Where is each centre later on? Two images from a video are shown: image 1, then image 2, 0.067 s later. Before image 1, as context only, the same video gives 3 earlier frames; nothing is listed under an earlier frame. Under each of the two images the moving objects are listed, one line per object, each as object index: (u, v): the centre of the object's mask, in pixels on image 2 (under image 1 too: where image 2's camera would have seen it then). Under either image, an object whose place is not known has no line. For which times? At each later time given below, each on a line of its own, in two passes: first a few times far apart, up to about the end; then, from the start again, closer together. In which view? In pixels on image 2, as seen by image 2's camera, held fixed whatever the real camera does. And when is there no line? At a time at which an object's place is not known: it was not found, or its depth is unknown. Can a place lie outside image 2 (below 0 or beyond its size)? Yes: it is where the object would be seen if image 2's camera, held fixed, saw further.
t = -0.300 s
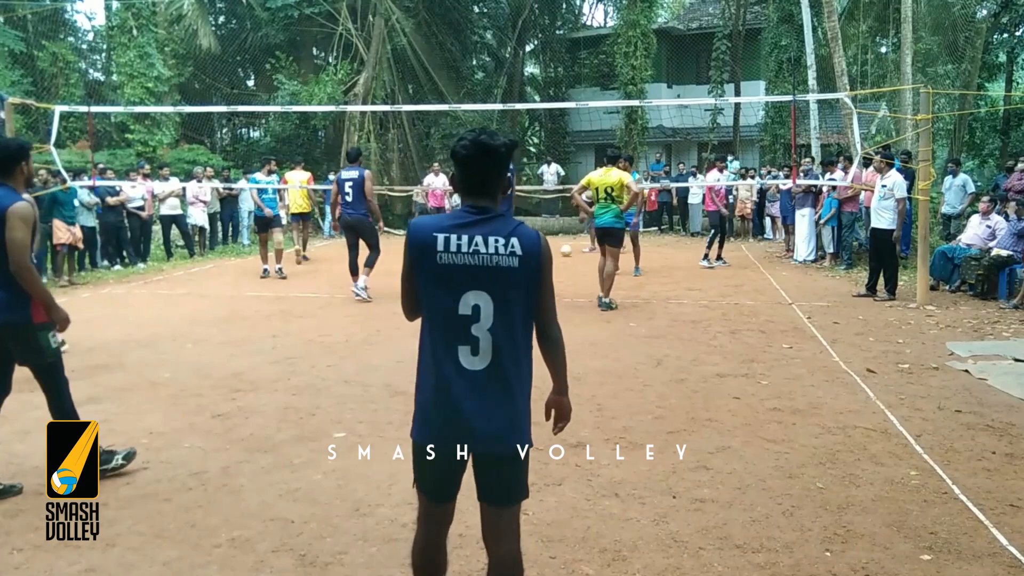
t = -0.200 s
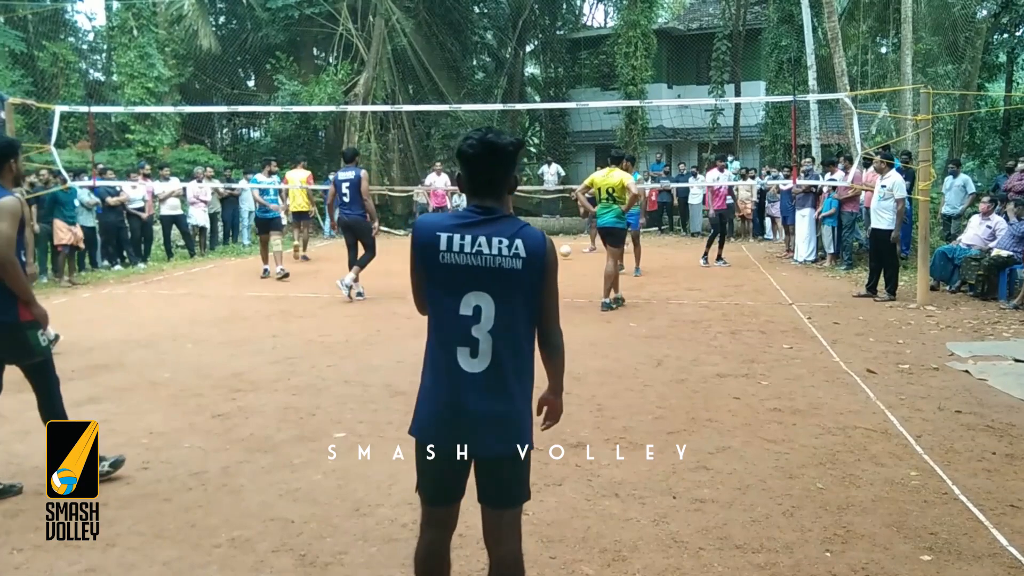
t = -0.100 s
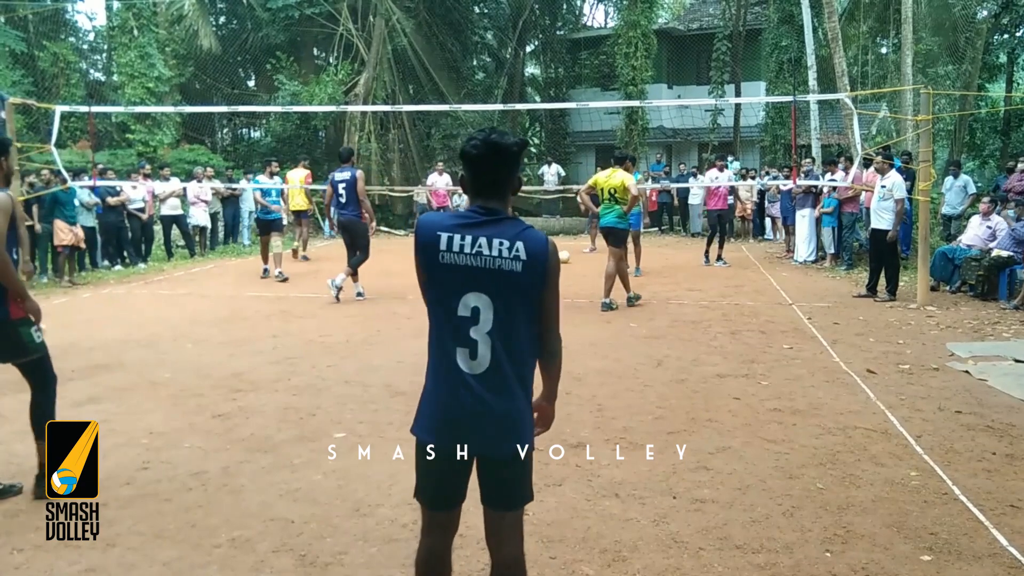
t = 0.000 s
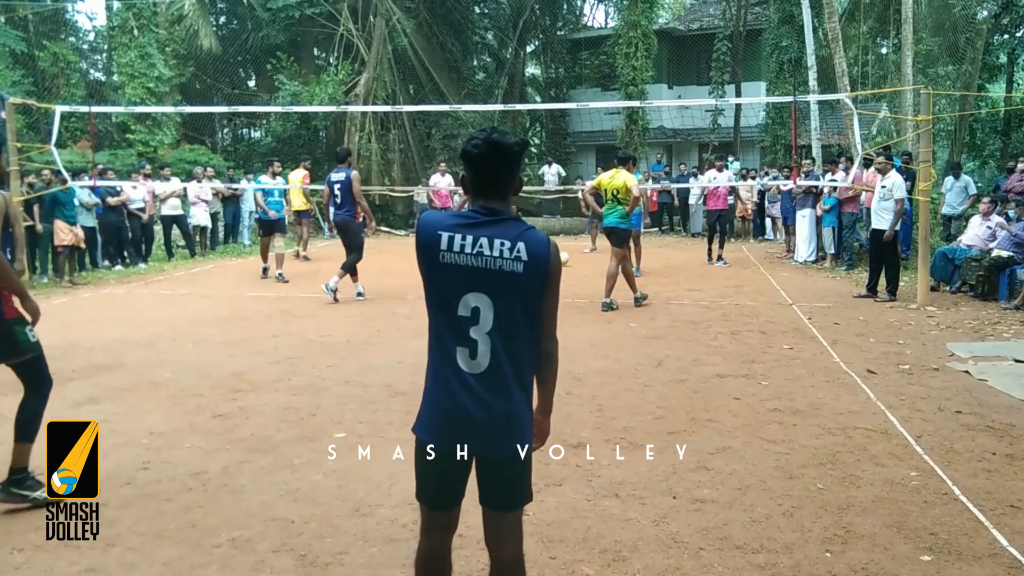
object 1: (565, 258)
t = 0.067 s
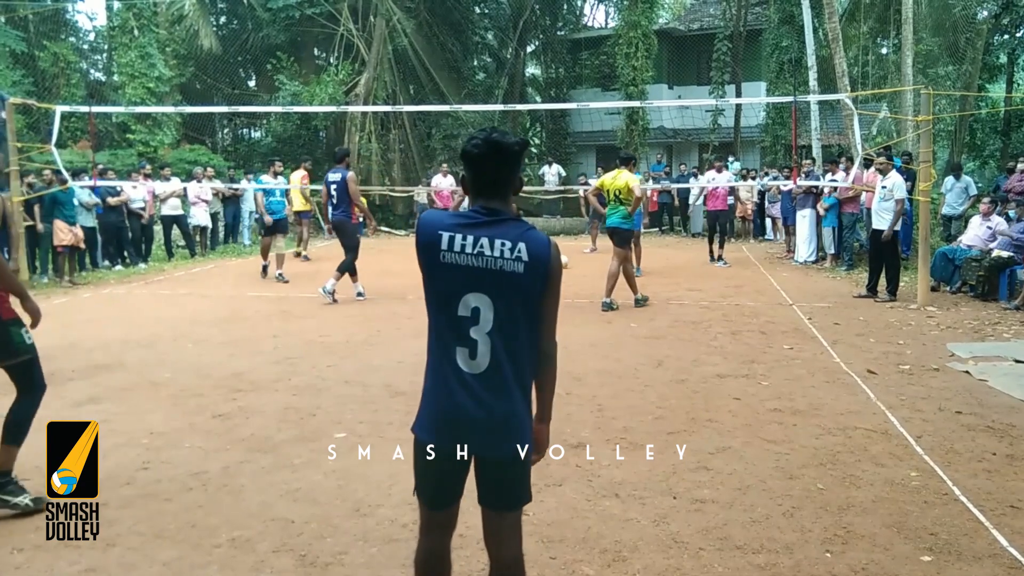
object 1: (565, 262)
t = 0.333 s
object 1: (559, 266)
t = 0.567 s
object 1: (551, 277)
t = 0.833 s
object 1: (543, 288)
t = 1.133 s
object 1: (533, 301)
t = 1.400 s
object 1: (522, 311)
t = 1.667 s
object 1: (509, 335)
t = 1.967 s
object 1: (491, 358)
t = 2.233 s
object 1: (471, 382)
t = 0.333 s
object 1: (559, 266)
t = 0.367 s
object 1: (558, 268)
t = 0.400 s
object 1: (556, 271)
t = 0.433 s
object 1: (552, 271)
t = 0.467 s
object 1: (554, 274)
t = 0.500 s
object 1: (553, 275)
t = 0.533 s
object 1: (552, 276)
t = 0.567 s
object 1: (551, 277)
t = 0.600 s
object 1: (550, 279)
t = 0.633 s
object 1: (549, 280)
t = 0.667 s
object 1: (548, 281)
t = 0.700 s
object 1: (547, 283)
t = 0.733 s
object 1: (546, 285)
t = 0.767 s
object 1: (545, 286)
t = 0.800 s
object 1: (544, 287)
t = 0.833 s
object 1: (543, 288)
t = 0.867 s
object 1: (542, 289)
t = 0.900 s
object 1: (541, 292)
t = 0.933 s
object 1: (540, 293)
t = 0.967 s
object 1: (539, 295)
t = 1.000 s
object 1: (538, 295)
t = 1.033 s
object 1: (536, 297)
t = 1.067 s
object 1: (535, 299)
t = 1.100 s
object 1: (534, 301)
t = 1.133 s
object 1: (533, 301)
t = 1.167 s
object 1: (531, 302)
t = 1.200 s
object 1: (530, 304)
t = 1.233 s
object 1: (529, 306)
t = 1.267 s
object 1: (528, 310)
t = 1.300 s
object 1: (526, 309)
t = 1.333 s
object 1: (525, 308)
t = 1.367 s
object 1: (524, 309)
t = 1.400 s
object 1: (522, 311)
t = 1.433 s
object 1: (521, 315)
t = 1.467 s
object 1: (519, 320)
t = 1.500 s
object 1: (517, 324)
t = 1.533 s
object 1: (515, 324)
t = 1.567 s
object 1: (514, 325)
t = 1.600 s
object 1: (513, 328)
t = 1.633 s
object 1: (511, 332)
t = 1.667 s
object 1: (509, 335)
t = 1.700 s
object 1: (507, 336)
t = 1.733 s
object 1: (505, 339)
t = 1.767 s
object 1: (503, 343)
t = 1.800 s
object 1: (502, 344)
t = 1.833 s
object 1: (500, 345)
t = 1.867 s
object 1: (498, 348)
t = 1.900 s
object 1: (496, 352)
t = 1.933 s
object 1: (494, 357)
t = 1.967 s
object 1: (491, 358)
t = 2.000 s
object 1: (489, 358)
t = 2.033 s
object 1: (488, 360)
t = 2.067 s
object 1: (486, 363)
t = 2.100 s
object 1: (483, 369)
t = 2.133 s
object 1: (481, 377)
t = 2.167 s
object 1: (479, 376)
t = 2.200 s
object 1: (476, 376)
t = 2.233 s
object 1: (471, 382)
